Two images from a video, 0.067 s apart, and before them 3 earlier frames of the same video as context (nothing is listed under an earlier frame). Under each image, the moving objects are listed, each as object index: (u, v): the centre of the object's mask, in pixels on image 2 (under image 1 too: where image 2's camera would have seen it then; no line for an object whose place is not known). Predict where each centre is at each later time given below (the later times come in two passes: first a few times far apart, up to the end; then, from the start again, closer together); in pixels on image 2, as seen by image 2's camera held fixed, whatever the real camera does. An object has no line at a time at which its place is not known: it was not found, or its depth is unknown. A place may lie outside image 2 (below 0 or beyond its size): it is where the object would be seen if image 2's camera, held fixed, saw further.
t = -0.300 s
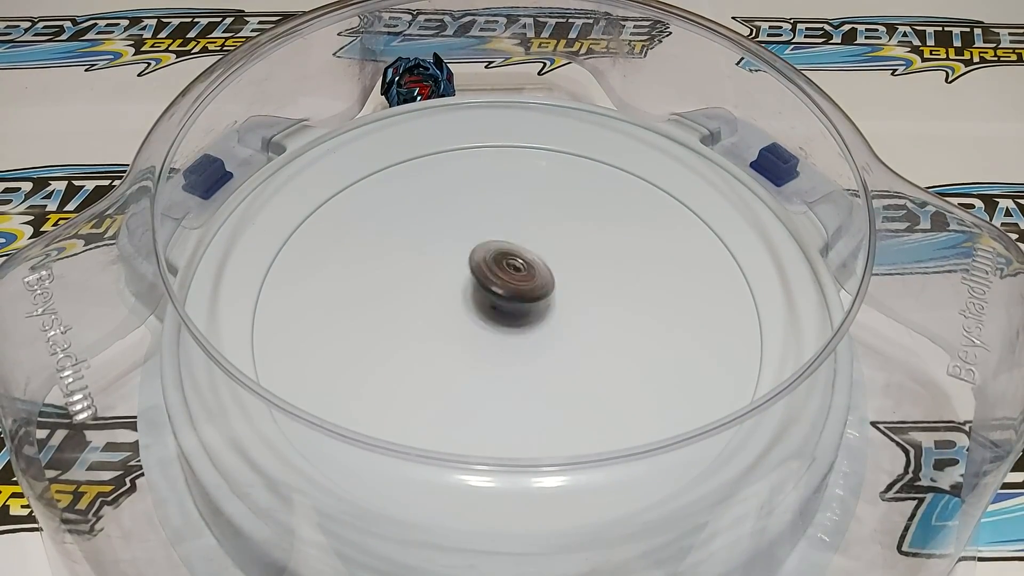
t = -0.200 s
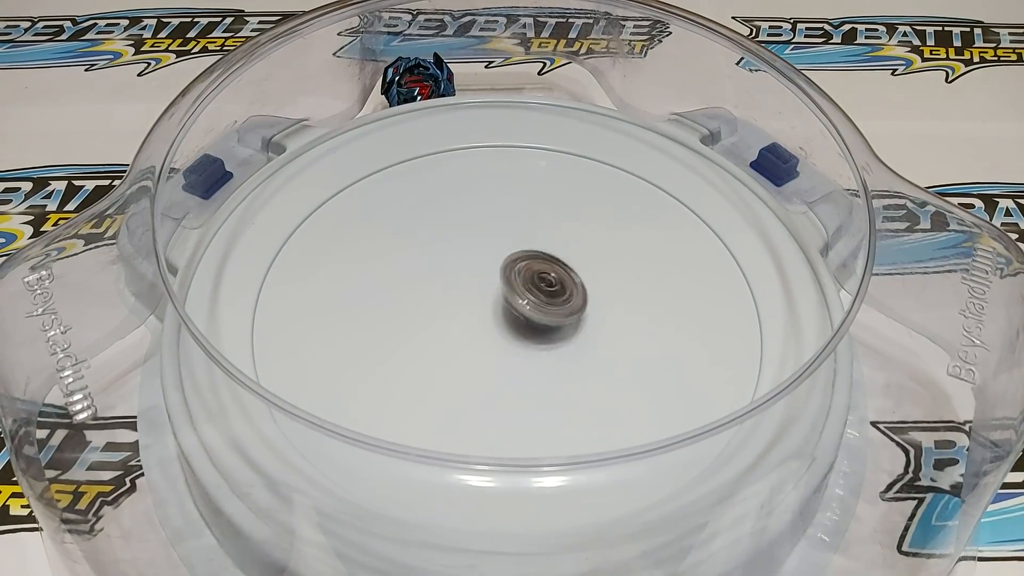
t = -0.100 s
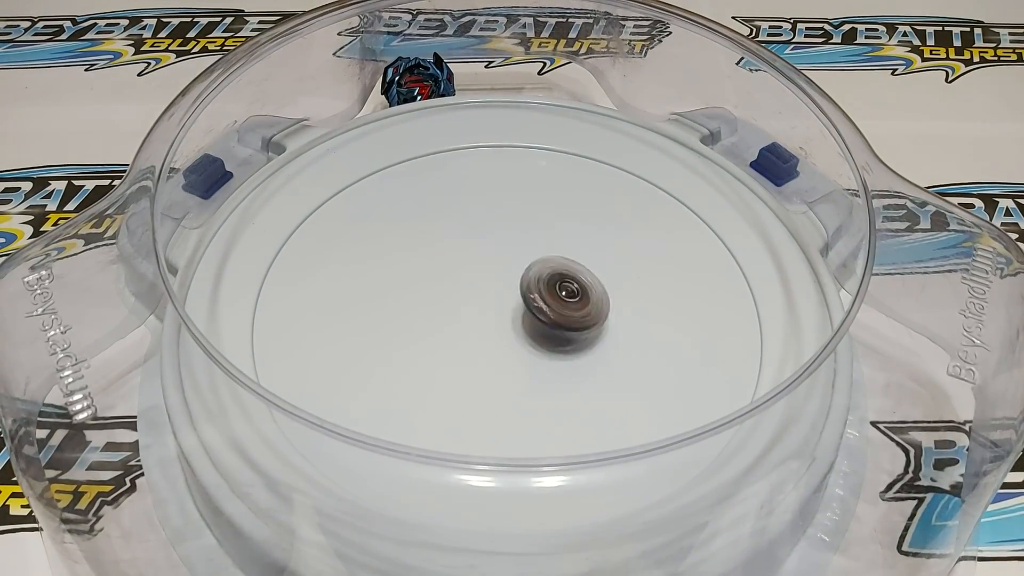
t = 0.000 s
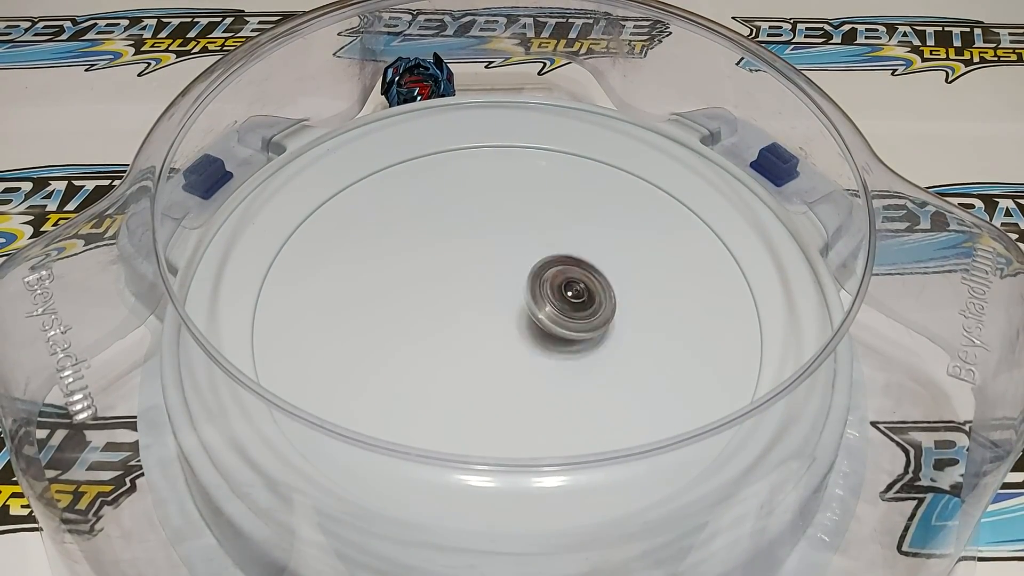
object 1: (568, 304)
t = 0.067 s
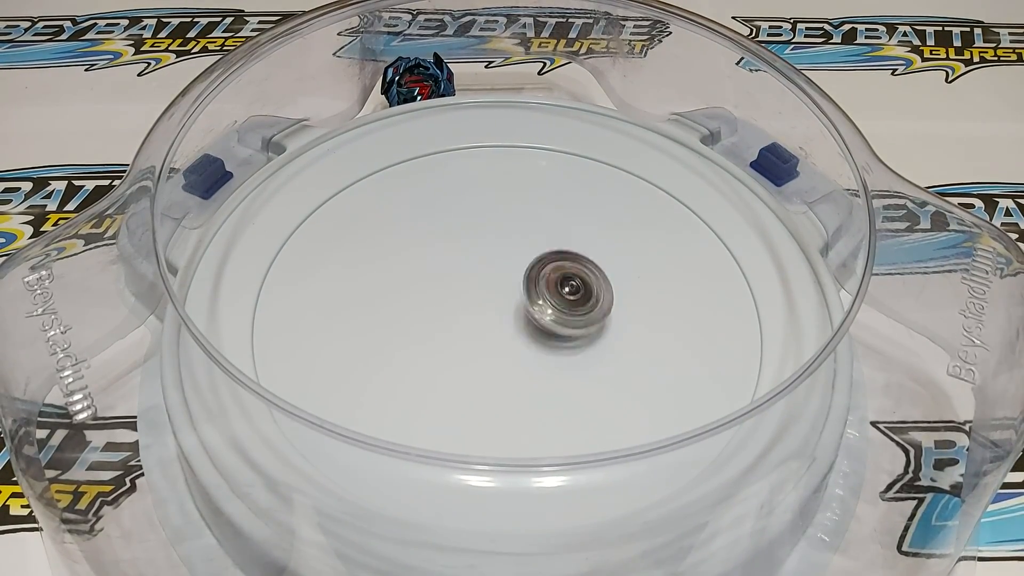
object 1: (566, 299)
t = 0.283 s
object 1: (536, 277)
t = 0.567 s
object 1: (552, 262)
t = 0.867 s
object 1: (608, 250)
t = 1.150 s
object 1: (540, 304)
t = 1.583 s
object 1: (582, 393)
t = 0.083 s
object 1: (564, 299)
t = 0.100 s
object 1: (563, 297)
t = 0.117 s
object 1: (561, 295)
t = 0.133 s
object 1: (558, 294)
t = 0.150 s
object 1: (556, 293)
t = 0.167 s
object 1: (554, 290)
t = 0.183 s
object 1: (551, 289)
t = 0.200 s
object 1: (548, 286)
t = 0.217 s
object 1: (546, 285)
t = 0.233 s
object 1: (544, 283)
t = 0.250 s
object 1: (541, 280)
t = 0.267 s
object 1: (538, 279)
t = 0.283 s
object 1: (536, 277)
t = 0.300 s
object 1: (534, 274)
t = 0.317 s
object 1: (531, 272)
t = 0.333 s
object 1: (530, 271)
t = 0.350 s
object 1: (530, 268)
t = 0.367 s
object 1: (528, 267)
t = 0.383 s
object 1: (528, 265)
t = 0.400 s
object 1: (528, 264)
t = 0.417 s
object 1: (530, 263)
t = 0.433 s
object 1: (530, 262)
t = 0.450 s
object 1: (531, 262)
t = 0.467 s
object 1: (533, 261)
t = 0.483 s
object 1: (535, 260)
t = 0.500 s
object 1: (537, 261)
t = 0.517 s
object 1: (541, 261)
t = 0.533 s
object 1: (545, 260)
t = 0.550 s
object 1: (548, 255)
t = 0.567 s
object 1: (552, 262)
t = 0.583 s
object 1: (556, 261)
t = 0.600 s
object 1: (560, 260)
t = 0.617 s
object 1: (565, 261)
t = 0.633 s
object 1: (570, 261)
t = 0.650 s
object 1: (574, 261)
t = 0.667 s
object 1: (579, 261)
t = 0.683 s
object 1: (584, 261)
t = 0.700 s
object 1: (588, 259)
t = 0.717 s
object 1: (592, 259)
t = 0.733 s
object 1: (596, 259)
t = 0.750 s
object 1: (600, 258)
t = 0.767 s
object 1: (603, 257)
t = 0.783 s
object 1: (604, 256)
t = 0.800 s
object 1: (607, 255)
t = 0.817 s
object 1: (609, 253)
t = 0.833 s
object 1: (609, 252)
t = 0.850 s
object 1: (608, 251)
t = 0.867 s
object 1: (608, 250)
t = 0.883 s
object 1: (606, 250)
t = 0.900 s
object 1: (603, 251)
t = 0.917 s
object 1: (601, 251)
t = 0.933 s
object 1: (597, 252)
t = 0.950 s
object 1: (593, 254)
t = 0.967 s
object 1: (589, 256)
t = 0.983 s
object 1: (584, 258)
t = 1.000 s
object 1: (578, 261)
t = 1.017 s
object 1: (573, 264)
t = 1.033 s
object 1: (569, 268)
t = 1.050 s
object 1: (563, 272)
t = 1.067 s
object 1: (558, 278)
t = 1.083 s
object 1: (555, 282)
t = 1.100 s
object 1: (550, 287)
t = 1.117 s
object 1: (545, 294)
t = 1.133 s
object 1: (543, 299)
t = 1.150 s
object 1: (540, 304)
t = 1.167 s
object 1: (537, 311)
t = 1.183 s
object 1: (535, 317)
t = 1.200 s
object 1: (534, 322)
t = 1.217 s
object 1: (531, 329)
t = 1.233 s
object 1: (531, 337)
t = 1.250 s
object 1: (530, 341)
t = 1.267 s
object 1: (529, 346)
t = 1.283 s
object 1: (529, 353)
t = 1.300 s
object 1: (531, 358)
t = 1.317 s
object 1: (531, 362)
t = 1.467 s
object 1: (554, 398)
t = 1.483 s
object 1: (558, 400)
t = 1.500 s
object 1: (563, 398)
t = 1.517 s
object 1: (567, 401)
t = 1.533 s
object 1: (571, 400)
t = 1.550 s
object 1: (575, 399)
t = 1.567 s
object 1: (579, 396)
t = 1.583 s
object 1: (582, 393)
